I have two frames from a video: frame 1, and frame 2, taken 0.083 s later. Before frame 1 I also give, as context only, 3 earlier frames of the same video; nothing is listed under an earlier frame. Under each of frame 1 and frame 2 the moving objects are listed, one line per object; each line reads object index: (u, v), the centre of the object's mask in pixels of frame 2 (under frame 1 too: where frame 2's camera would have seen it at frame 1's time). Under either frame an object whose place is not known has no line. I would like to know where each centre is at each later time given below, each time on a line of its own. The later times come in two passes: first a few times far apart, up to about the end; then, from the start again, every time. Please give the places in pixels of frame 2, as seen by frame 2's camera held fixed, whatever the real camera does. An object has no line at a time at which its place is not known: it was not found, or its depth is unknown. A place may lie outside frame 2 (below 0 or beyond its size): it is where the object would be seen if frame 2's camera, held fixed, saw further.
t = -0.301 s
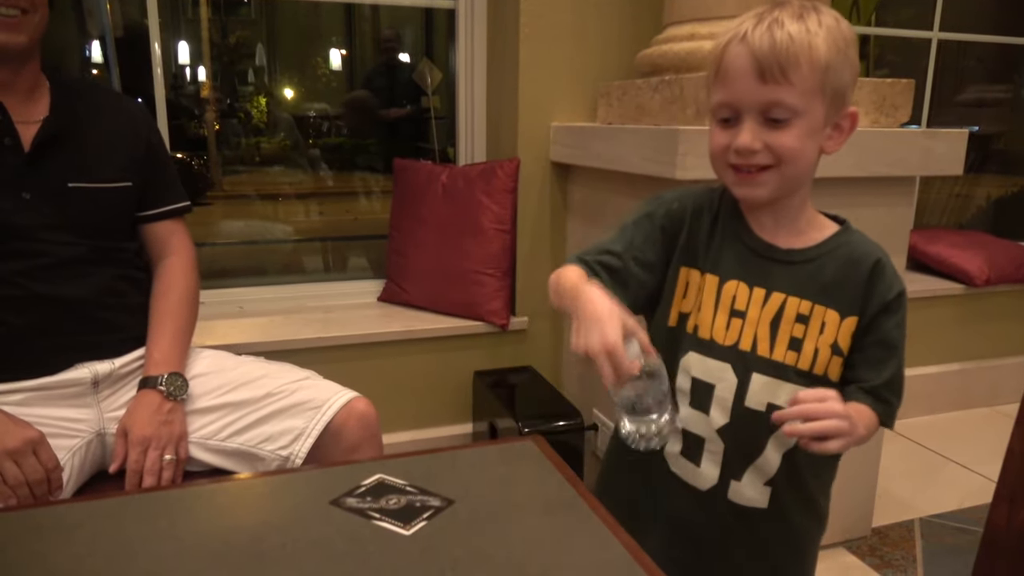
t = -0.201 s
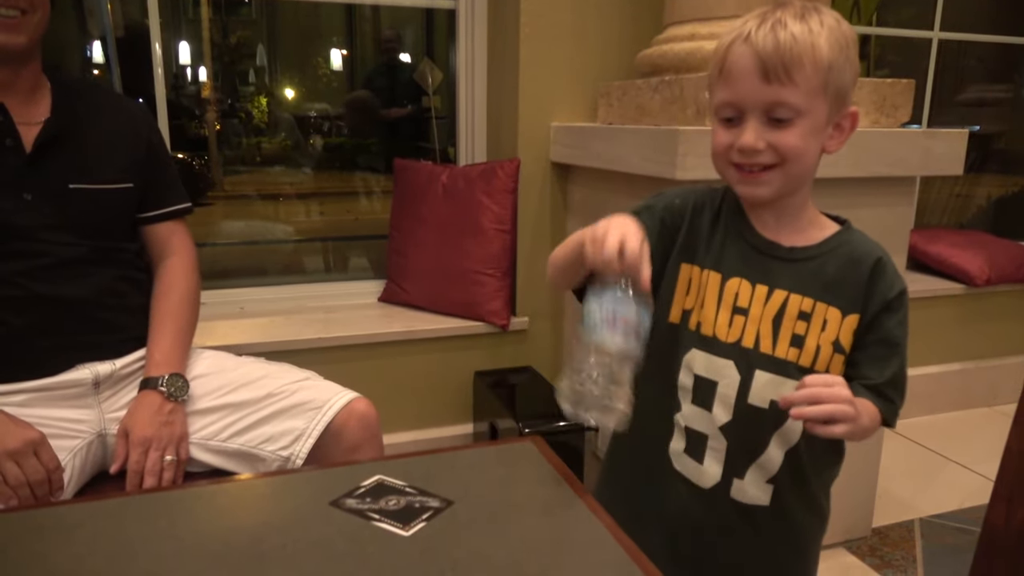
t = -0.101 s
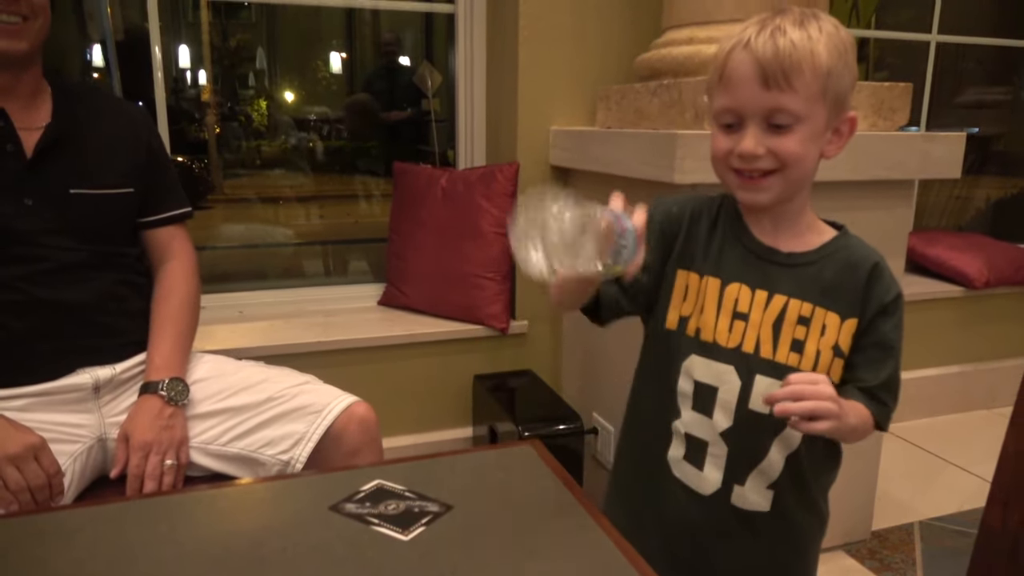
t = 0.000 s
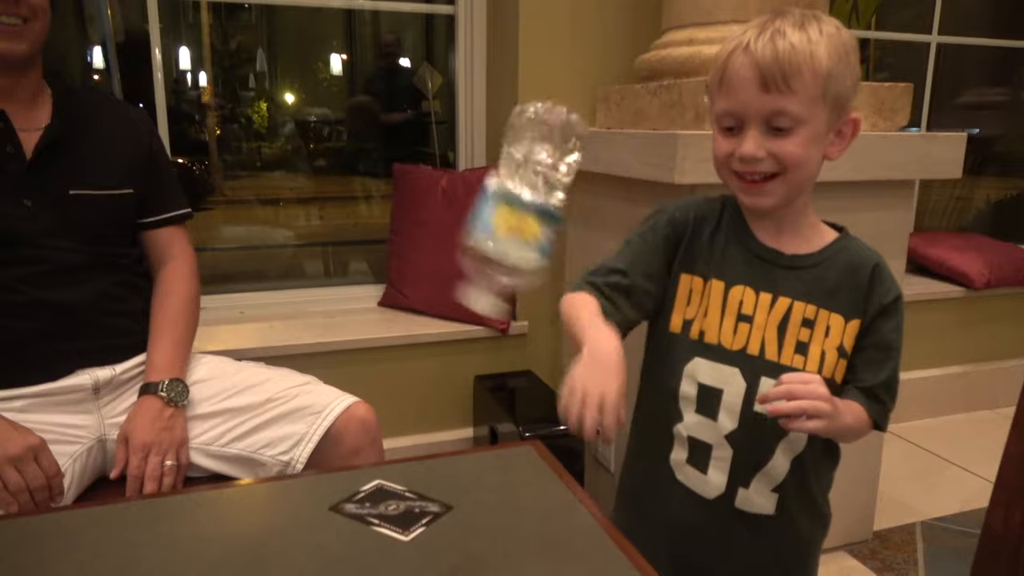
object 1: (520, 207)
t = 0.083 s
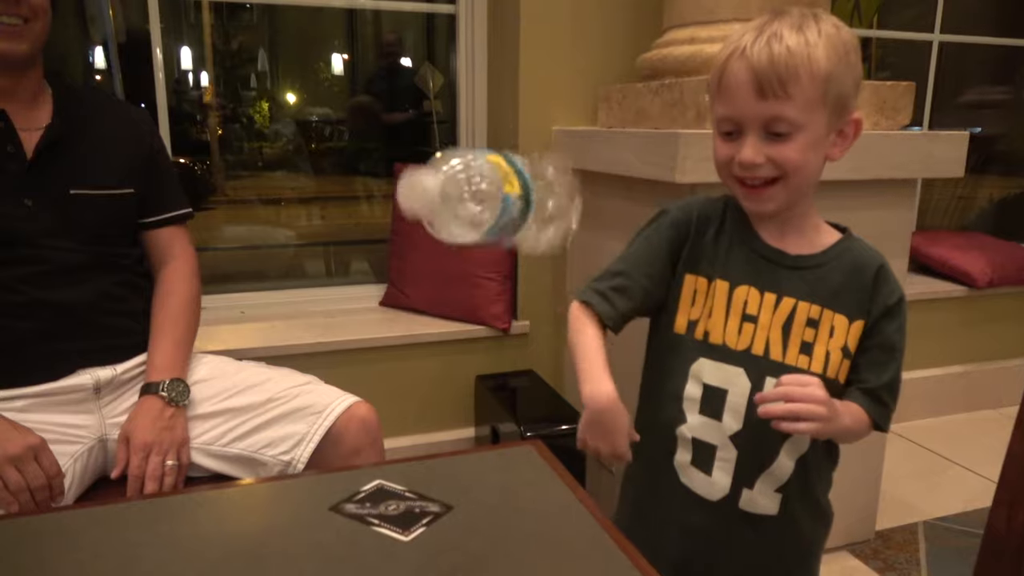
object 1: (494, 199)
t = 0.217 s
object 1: (480, 444)
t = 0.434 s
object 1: (491, 459)
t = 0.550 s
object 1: (492, 459)
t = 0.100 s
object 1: (493, 212)
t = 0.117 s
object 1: (492, 231)
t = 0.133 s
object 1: (490, 255)
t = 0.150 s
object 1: (489, 285)
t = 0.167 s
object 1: (487, 320)
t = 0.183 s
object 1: (485, 356)
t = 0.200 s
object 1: (483, 404)
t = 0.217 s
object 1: (480, 444)
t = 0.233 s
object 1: (480, 450)
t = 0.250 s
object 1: (481, 451)
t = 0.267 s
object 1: (484, 453)
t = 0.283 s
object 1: (487, 455)
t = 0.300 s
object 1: (488, 455)
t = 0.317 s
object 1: (489, 454)
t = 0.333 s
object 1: (489, 455)
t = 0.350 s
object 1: (489, 456)
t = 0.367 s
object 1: (490, 457)
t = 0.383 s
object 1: (491, 458)
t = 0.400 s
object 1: (492, 458)
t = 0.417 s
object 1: (491, 458)
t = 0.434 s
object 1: (491, 459)
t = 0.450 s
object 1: (492, 459)
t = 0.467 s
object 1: (492, 459)
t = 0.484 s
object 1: (492, 459)
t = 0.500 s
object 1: (492, 459)
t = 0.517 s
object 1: (492, 459)
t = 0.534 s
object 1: (492, 459)
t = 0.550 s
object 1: (492, 459)
